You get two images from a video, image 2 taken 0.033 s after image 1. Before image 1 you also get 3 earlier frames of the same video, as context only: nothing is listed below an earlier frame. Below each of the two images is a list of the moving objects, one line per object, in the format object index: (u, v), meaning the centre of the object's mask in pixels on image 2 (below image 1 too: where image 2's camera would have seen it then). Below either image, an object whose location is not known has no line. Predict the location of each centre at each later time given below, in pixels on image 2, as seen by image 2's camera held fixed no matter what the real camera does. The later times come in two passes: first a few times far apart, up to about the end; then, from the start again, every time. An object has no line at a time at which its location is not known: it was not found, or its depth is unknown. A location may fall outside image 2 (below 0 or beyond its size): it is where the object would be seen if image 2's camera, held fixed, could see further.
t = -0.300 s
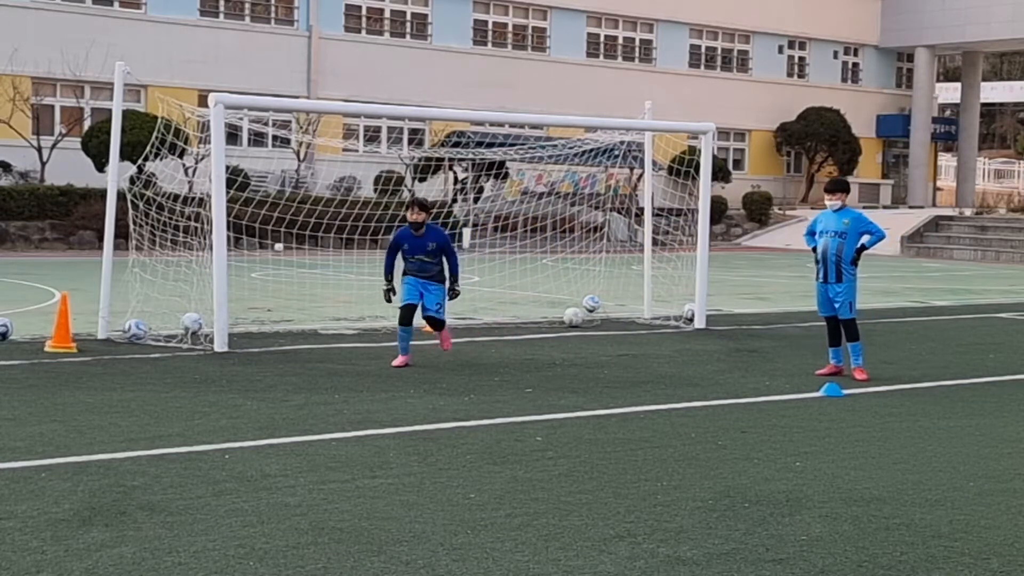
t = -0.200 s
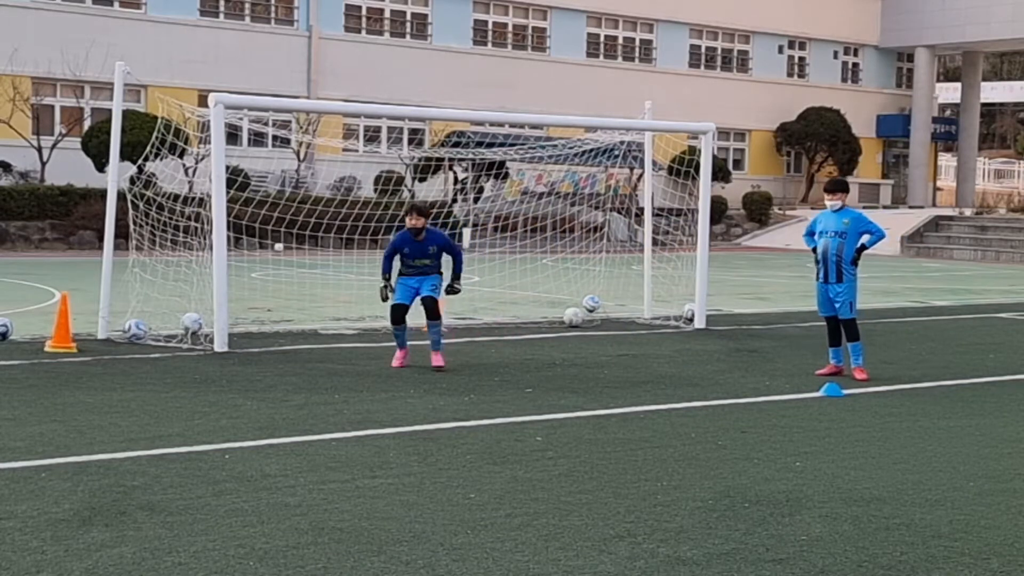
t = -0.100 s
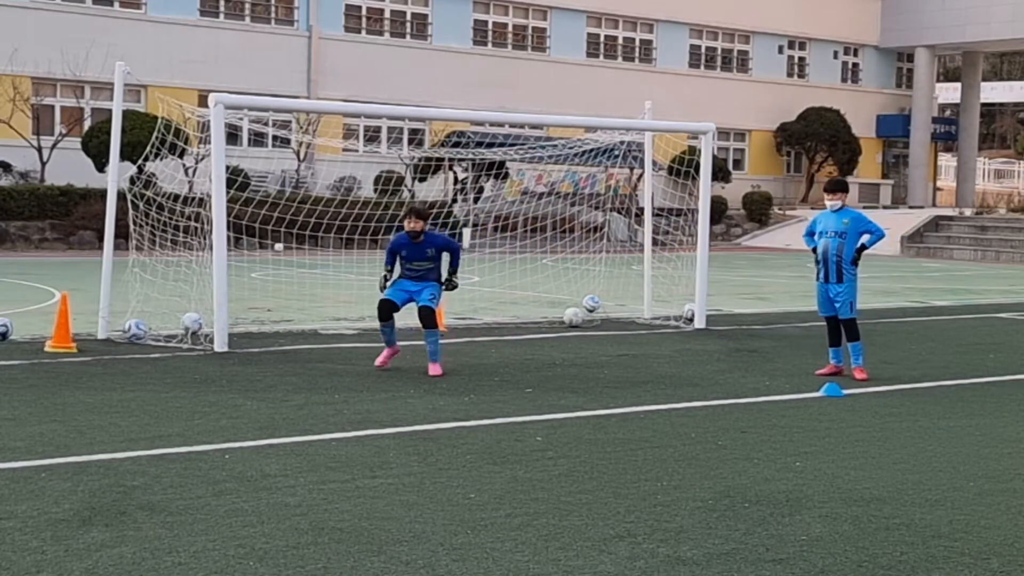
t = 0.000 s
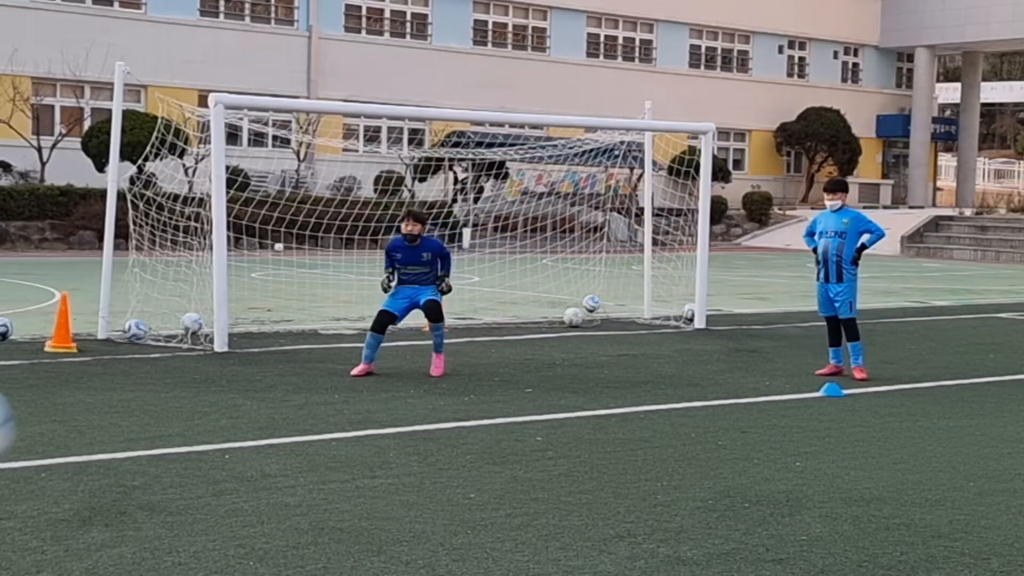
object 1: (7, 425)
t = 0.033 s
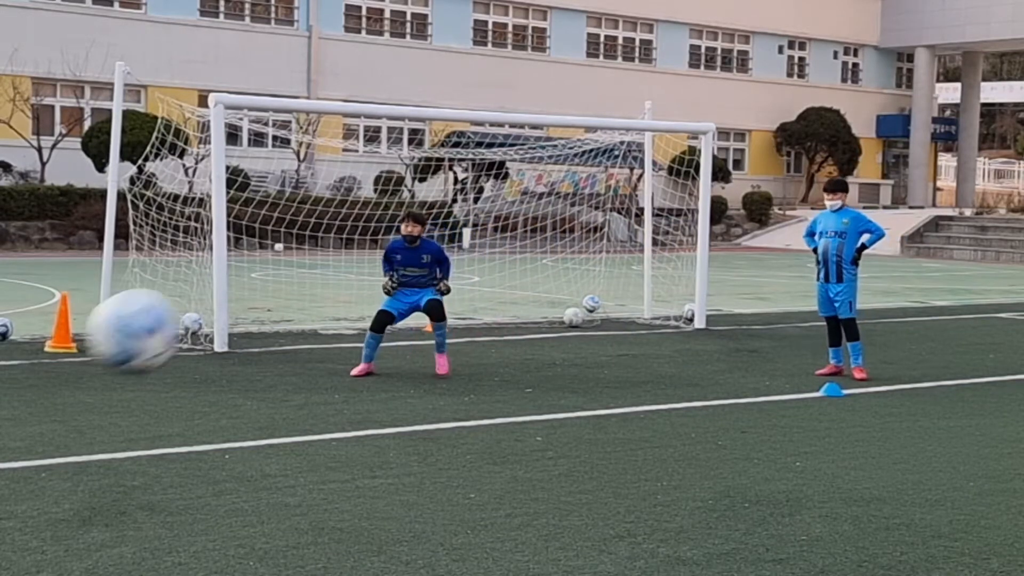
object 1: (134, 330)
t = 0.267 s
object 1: (619, 108)
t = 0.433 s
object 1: (716, 99)
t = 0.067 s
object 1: (266, 263)
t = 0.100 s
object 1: (364, 213)
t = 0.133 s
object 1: (438, 177)
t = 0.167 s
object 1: (499, 151)
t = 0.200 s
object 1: (547, 132)
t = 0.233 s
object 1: (586, 118)
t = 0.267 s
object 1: (619, 108)
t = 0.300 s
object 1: (646, 102)
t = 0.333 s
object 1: (668, 99)
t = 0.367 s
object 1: (686, 97)
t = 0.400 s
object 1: (703, 97)
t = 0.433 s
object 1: (716, 99)
